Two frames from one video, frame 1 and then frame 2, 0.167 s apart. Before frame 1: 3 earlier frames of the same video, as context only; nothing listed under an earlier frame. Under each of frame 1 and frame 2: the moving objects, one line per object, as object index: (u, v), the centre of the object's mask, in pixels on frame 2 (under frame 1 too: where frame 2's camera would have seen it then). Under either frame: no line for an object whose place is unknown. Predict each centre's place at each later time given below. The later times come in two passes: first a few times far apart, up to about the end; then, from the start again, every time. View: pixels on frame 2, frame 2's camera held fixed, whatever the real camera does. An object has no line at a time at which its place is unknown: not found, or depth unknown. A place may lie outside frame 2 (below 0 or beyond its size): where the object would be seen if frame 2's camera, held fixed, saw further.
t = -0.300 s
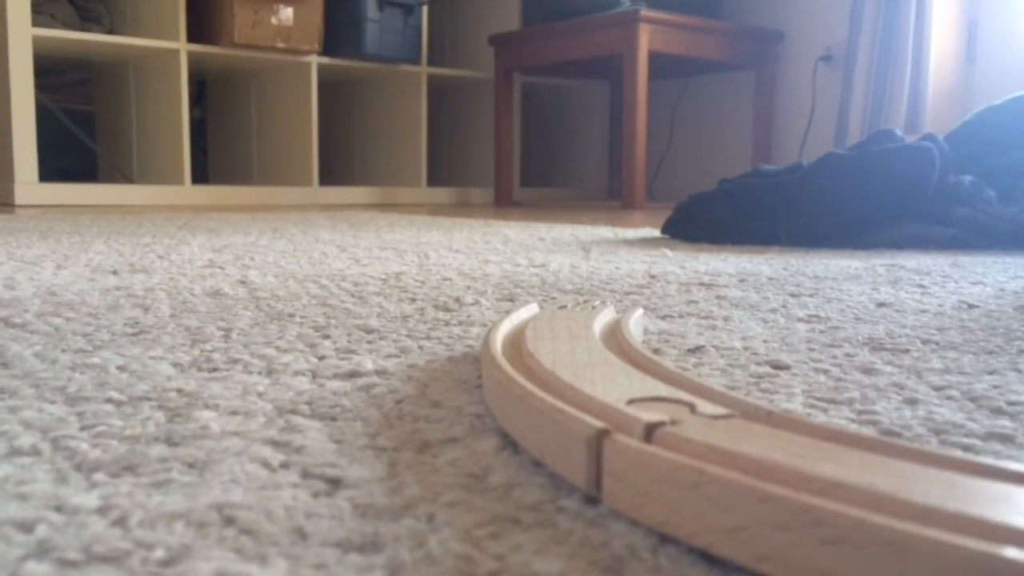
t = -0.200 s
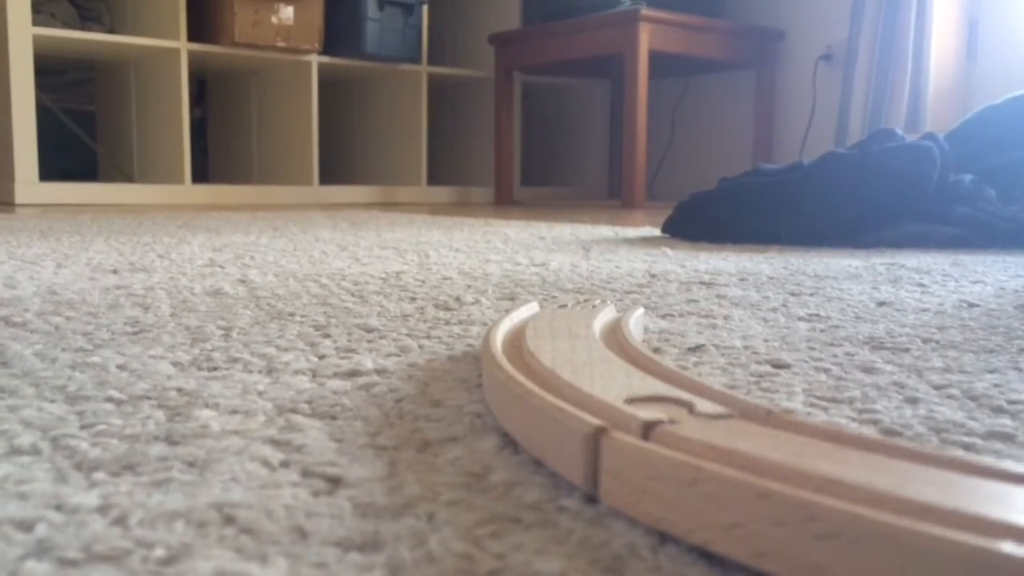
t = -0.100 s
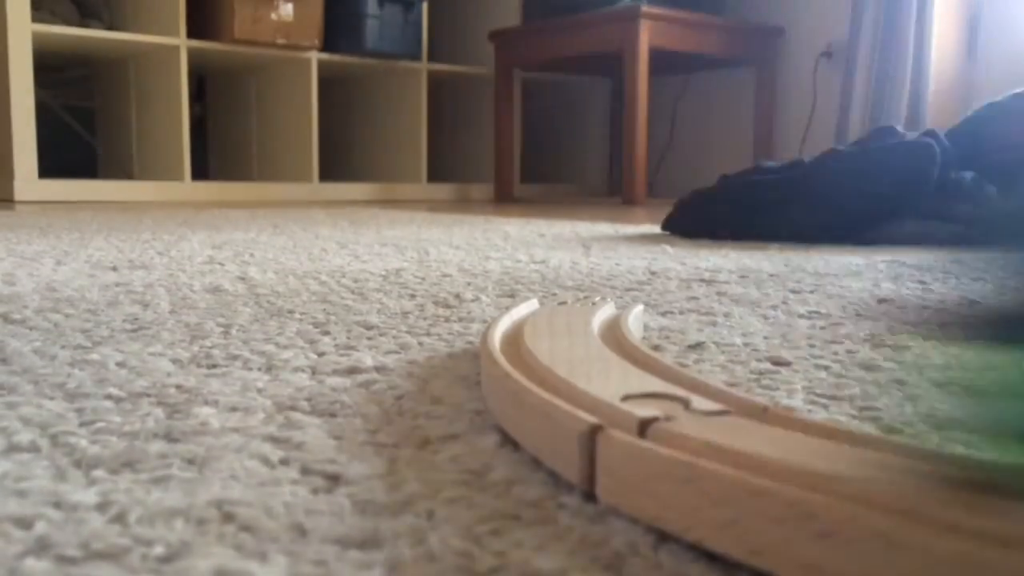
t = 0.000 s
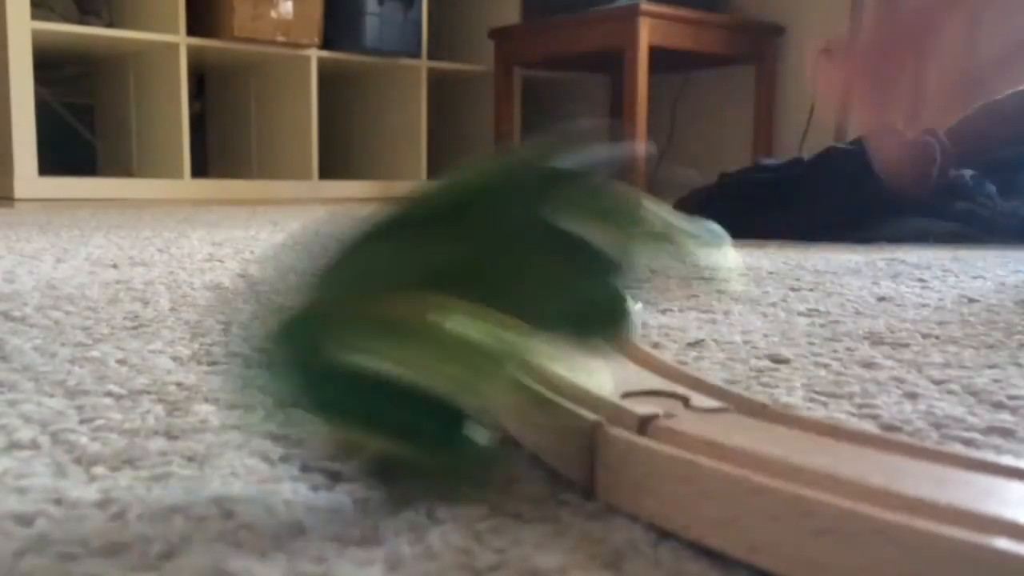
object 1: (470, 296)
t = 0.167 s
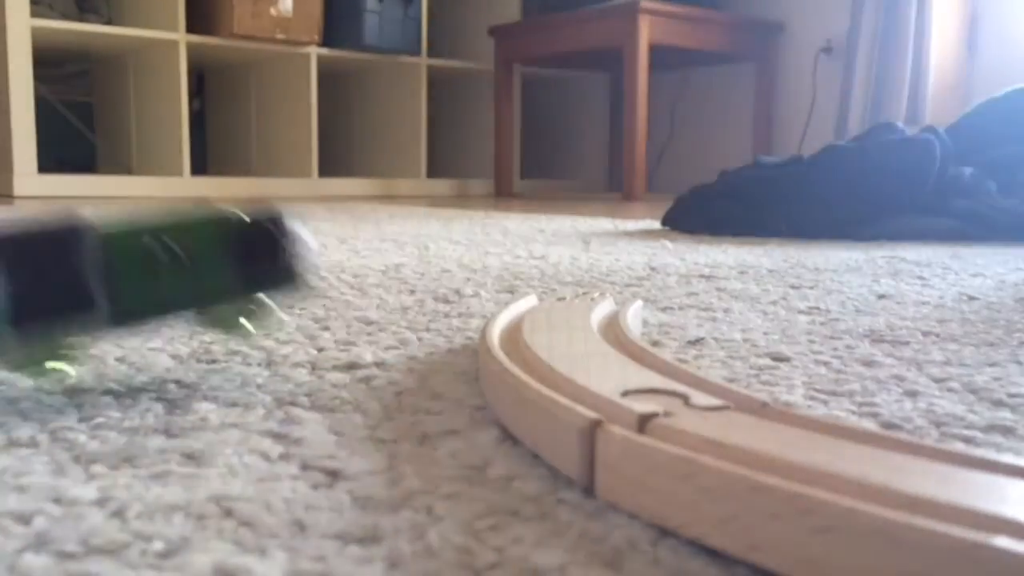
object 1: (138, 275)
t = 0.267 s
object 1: (96, 275)
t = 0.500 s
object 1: (107, 321)
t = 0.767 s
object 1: (109, 325)
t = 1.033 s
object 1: (109, 325)
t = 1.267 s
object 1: (109, 324)
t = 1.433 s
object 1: (108, 324)
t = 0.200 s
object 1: (119, 270)
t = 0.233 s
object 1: (107, 276)
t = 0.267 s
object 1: (96, 275)
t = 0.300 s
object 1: (92, 281)
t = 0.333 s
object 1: (93, 303)
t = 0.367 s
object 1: (104, 324)
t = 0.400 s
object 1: (109, 324)
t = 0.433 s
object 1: (111, 325)
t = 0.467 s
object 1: (109, 323)
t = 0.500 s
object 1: (107, 321)
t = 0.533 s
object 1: (107, 323)
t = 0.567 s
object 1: (109, 325)
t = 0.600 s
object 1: (110, 325)
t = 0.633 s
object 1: (110, 325)
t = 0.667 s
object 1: (109, 324)
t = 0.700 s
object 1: (109, 324)
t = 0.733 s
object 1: (109, 325)
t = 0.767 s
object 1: (109, 325)
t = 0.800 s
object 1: (109, 325)
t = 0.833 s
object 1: (109, 325)
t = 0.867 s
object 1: (109, 325)
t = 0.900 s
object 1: (109, 325)
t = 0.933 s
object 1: (109, 325)
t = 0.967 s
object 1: (109, 325)
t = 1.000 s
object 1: (109, 325)
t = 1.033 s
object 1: (109, 325)
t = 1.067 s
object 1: (109, 325)
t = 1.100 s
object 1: (109, 325)
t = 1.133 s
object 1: (109, 324)
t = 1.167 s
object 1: (109, 324)
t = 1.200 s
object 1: (109, 325)
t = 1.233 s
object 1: (109, 324)
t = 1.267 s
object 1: (109, 324)
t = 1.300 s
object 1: (109, 324)
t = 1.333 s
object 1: (108, 324)
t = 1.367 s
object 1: (109, 325)
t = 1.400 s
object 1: (108, 324)
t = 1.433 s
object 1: (108, 324)
